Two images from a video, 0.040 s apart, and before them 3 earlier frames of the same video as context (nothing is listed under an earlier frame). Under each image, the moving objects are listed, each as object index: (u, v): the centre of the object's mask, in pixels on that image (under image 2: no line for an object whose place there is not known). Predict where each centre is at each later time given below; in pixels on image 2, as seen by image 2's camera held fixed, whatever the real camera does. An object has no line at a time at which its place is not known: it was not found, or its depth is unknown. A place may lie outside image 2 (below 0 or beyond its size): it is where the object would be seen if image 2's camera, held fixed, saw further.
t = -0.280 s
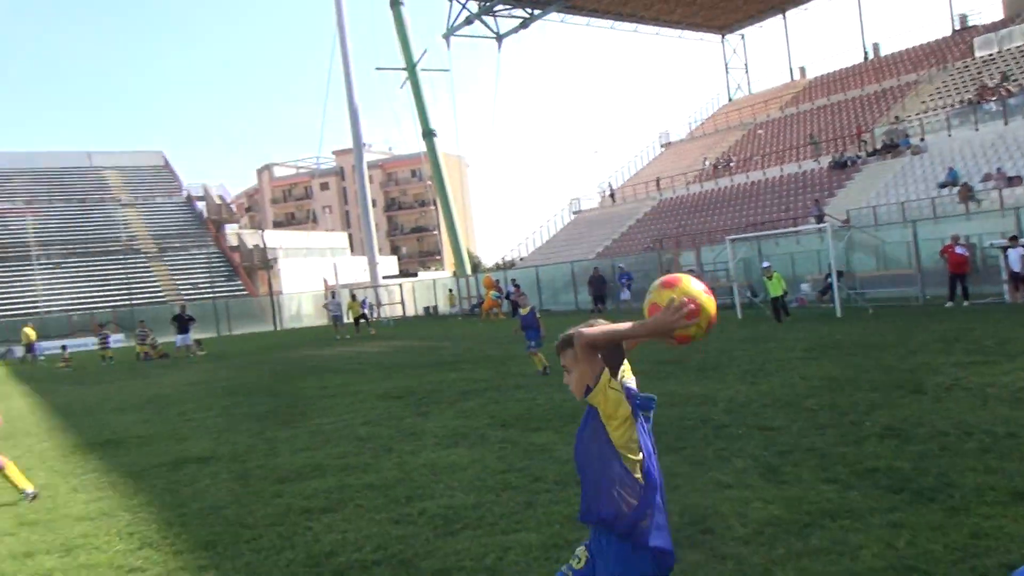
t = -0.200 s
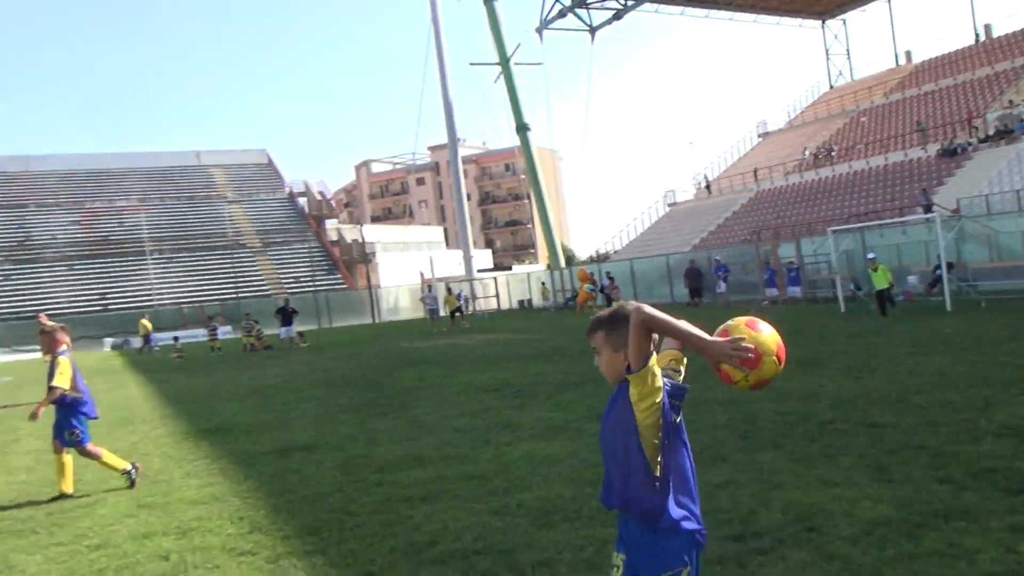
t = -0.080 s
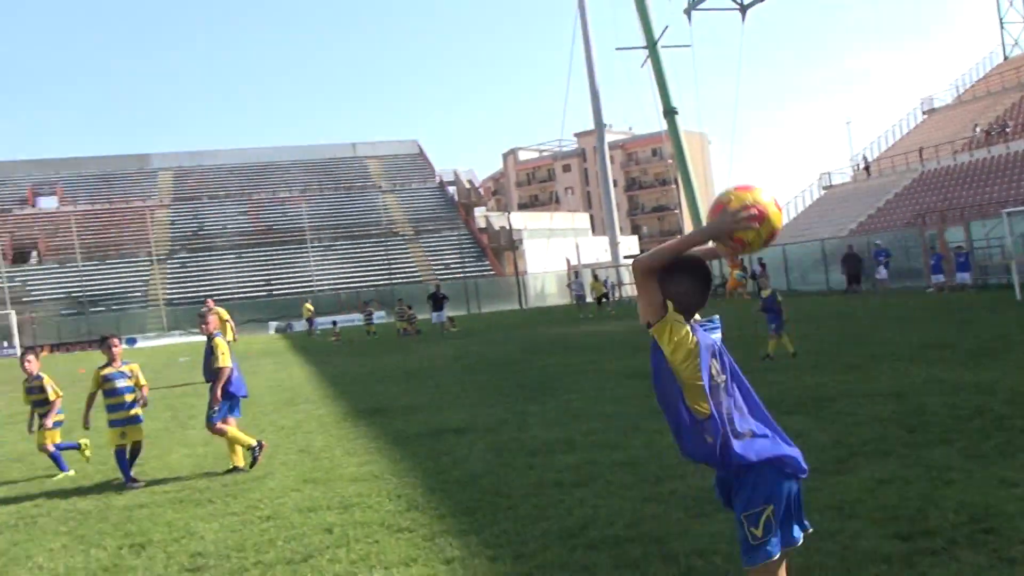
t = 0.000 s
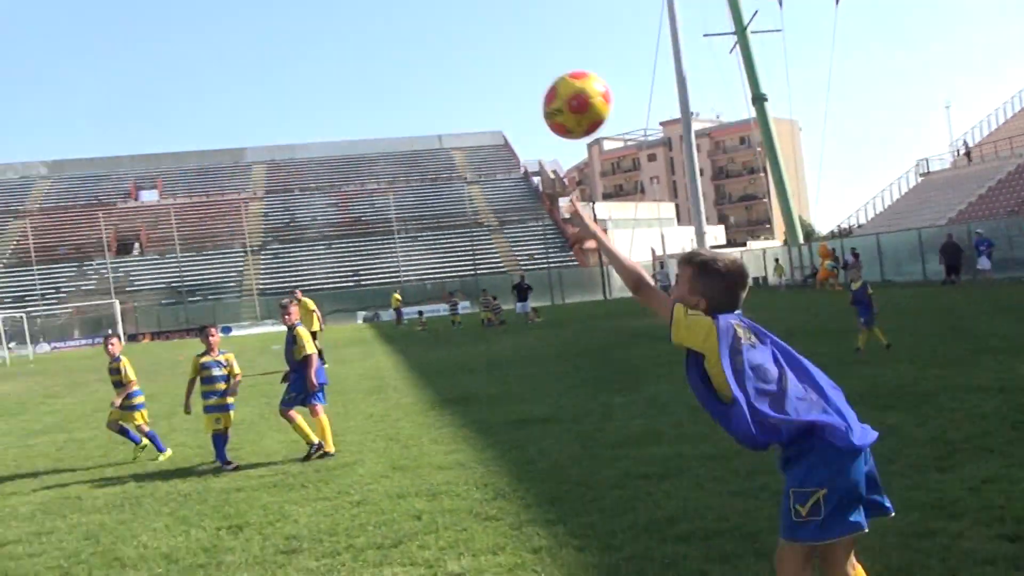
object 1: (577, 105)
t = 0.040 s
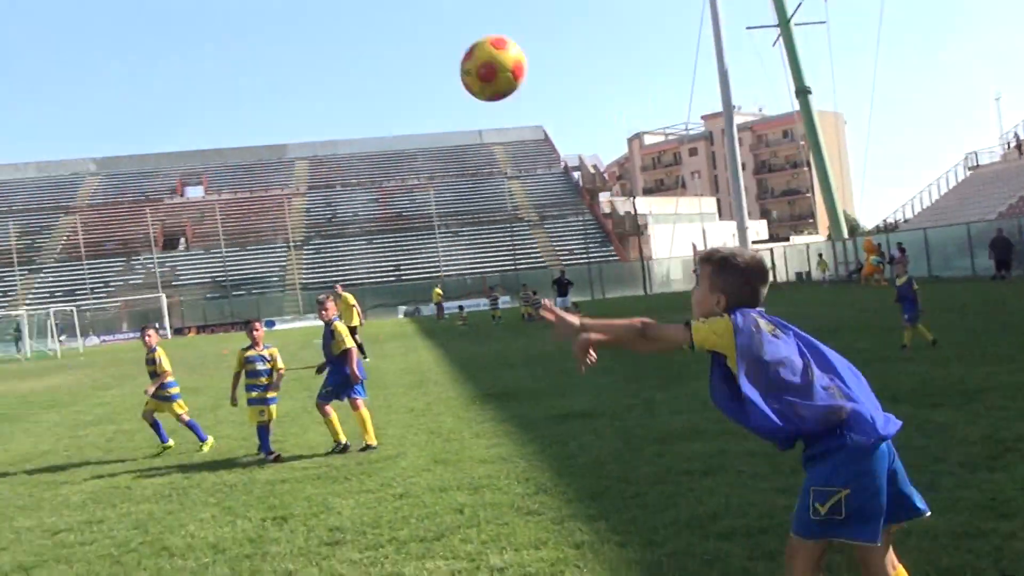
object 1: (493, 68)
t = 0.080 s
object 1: (381, 46)
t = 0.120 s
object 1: (281, 34)
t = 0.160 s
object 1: (190, 31)
